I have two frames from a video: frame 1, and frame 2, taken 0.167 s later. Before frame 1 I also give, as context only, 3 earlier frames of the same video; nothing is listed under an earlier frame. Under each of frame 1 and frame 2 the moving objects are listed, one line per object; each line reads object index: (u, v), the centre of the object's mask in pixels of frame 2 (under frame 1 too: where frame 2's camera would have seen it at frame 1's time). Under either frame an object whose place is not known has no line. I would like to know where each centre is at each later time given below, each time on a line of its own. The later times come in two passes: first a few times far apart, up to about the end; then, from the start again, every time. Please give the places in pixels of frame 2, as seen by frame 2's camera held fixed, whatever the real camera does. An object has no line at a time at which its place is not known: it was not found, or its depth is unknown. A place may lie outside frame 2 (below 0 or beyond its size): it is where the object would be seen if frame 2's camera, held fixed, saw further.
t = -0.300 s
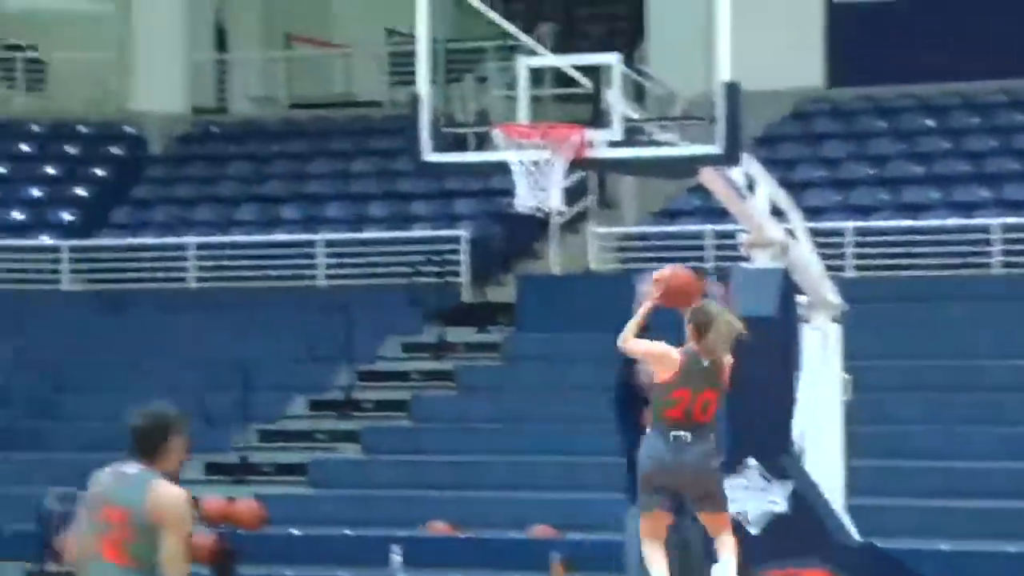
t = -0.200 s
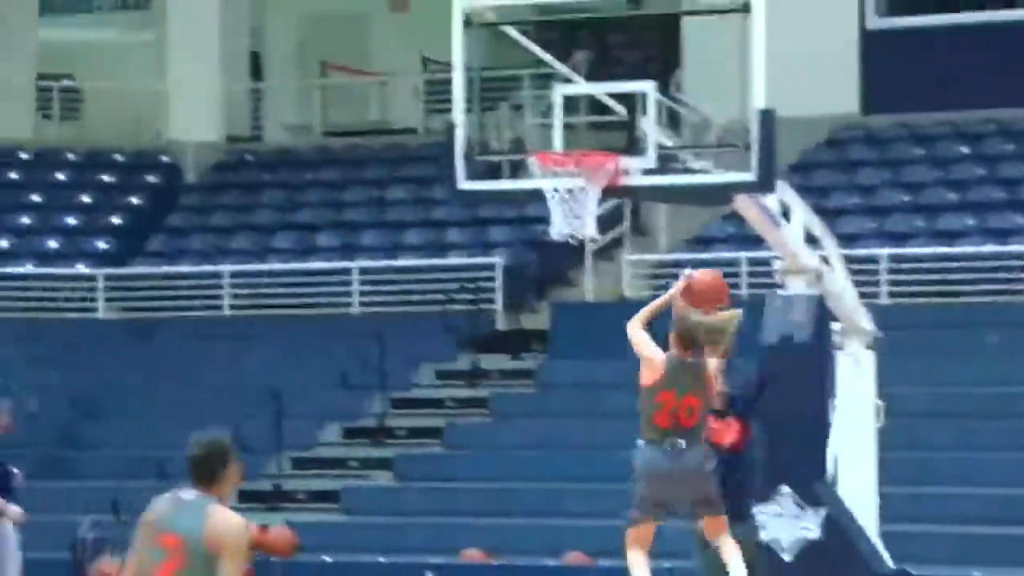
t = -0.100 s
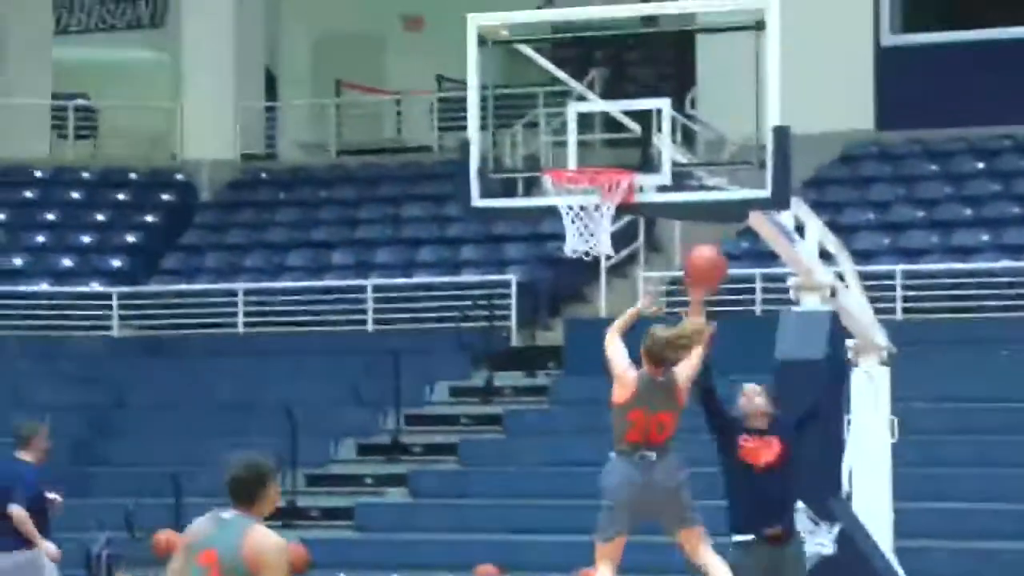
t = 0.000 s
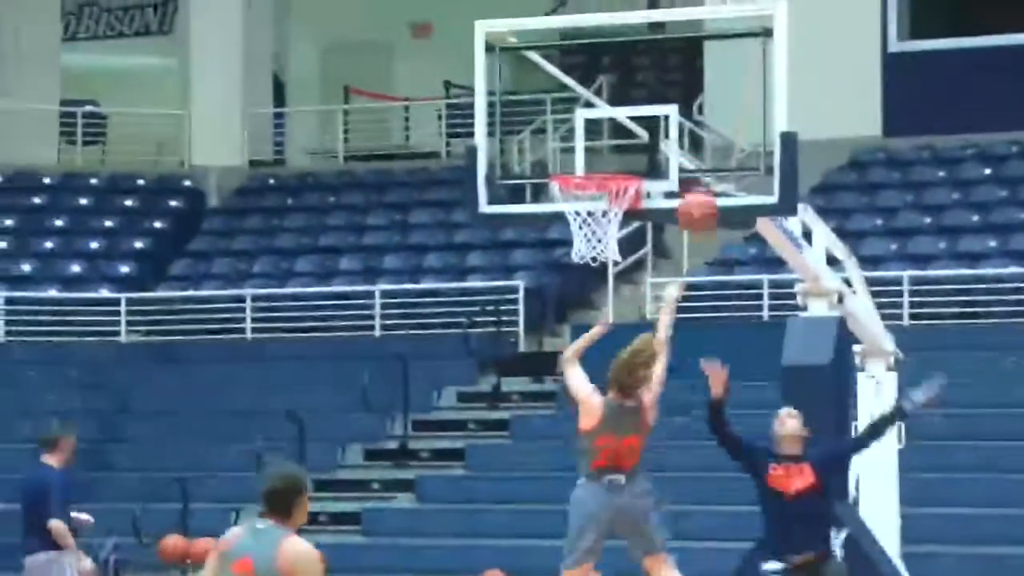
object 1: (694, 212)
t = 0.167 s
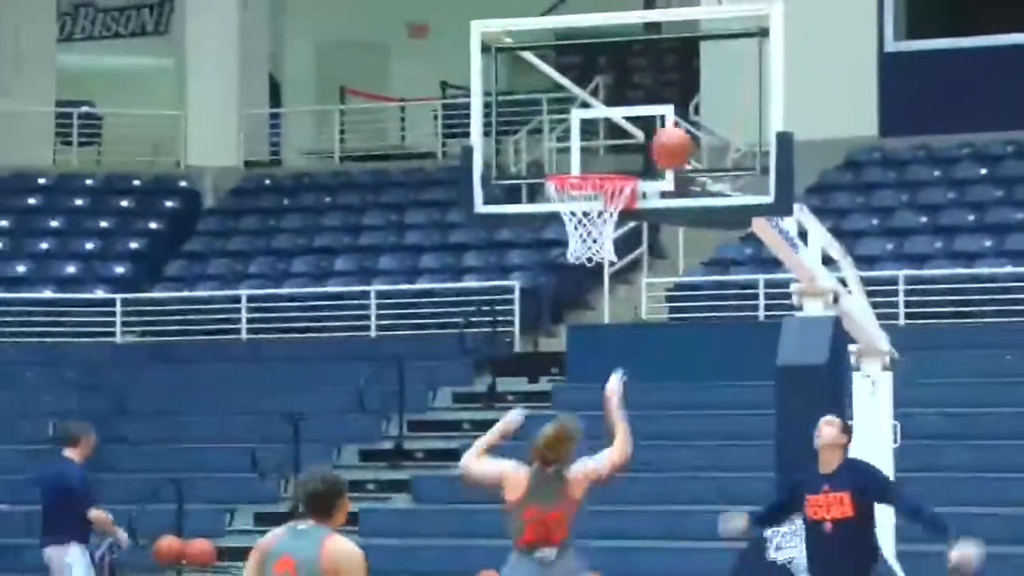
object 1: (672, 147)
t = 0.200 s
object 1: (668, 141)
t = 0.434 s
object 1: (610, 159)
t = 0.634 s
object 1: (569, 242)
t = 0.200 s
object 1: (668, 141)
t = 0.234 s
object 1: (665, 137)
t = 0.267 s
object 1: (658, 135)
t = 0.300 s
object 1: (648, 137)
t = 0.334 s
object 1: (638, 141)
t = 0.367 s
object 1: (629, 146)
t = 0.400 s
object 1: (620, 154)
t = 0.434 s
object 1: (610, 159)
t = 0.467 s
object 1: (600, 165)
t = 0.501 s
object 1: (592, 172)
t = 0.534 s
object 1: (579, 209)
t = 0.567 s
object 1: (572, 221)
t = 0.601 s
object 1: (568, 238)
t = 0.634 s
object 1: (569, 242)
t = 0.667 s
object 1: (568, 246)
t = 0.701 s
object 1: (567, 253)
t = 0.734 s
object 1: (566, 267)
